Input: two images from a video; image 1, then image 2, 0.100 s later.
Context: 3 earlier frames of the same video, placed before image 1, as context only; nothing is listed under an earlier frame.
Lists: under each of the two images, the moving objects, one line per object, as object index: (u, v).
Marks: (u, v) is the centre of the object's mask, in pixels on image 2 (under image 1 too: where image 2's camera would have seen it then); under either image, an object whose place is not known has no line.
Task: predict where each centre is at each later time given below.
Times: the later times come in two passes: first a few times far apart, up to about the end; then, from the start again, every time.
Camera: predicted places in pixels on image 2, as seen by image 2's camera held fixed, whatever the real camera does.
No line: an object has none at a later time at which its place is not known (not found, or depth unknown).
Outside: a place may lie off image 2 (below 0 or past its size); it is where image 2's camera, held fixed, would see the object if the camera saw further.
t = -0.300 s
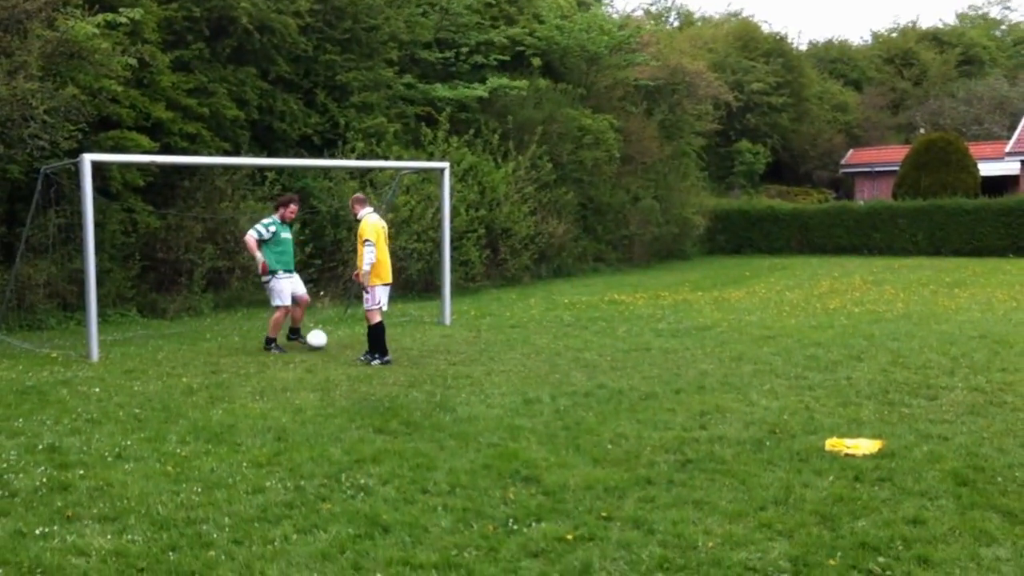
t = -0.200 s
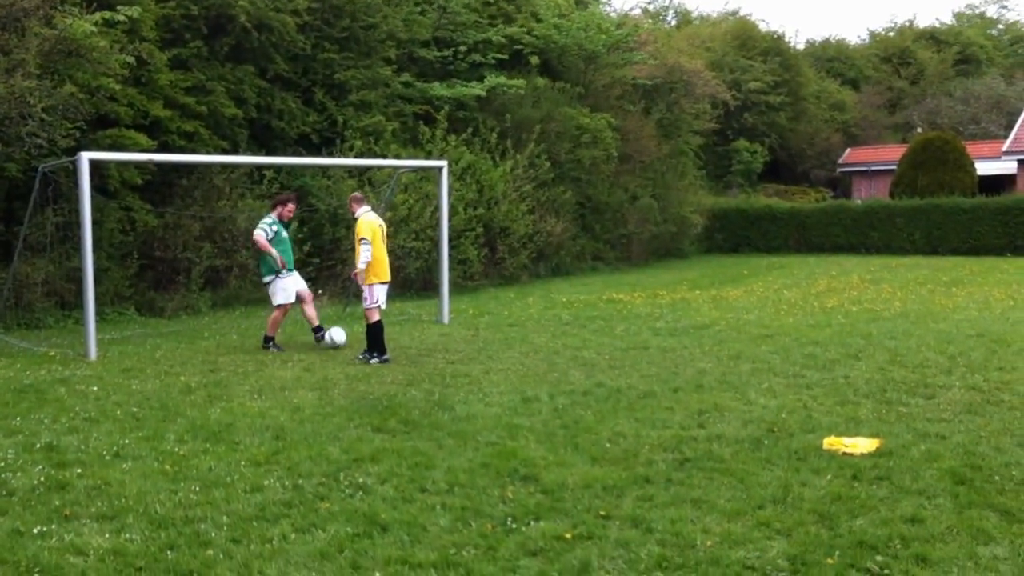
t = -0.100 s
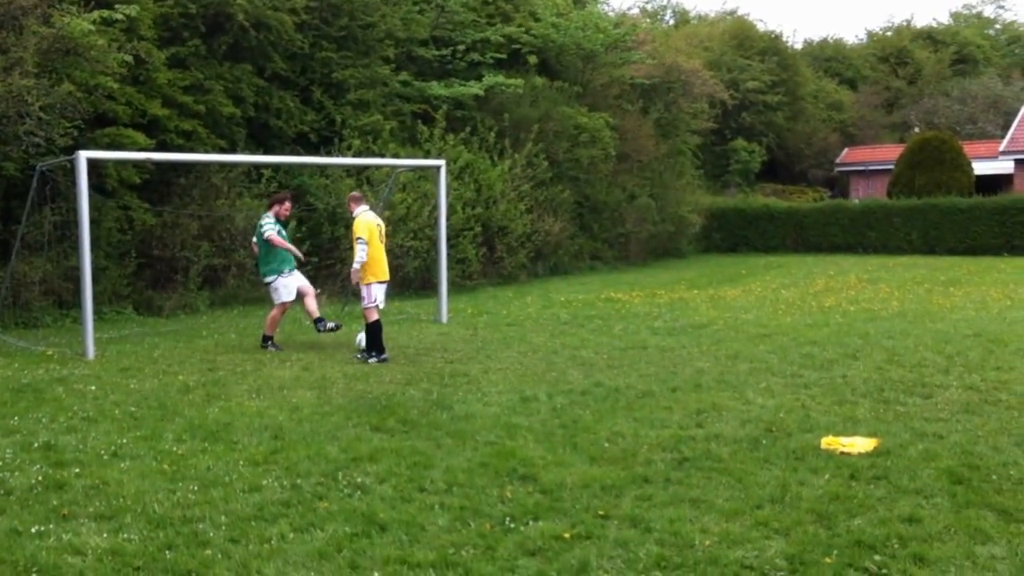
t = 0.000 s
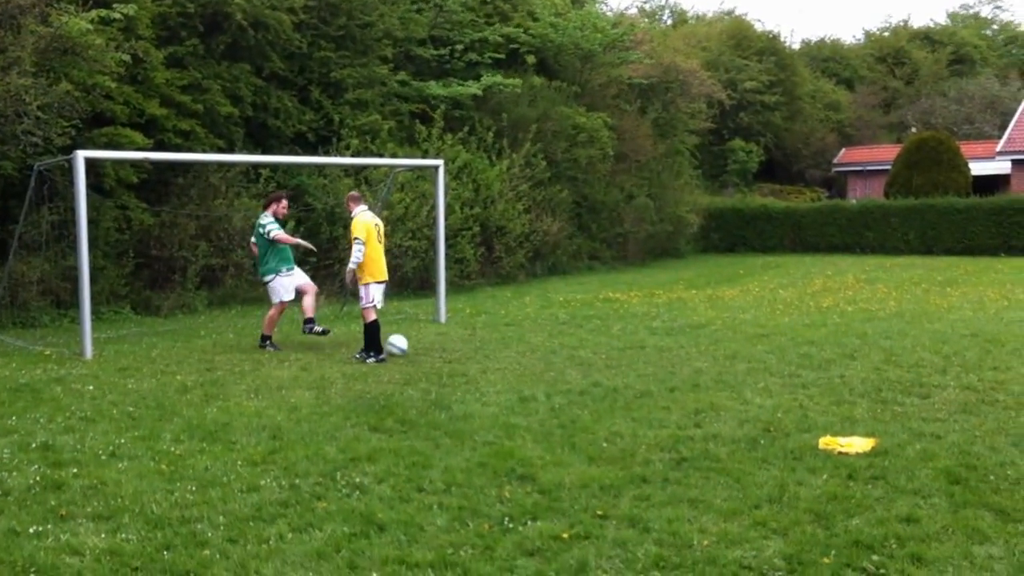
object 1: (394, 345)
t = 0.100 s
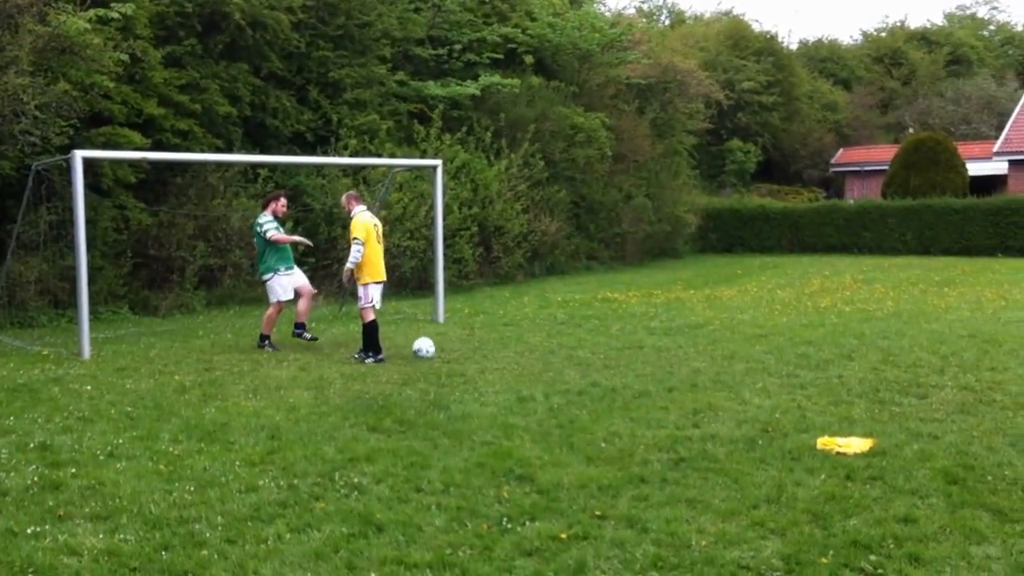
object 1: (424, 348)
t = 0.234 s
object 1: (459, 351)
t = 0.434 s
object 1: (509, 352)
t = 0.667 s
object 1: (569, 357)
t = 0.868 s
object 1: (621, 360)
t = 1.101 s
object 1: (681, 364)
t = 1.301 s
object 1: (729, 369)
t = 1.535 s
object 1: (783, 375)
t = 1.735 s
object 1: (828, 379)
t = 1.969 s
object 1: (875, 386)
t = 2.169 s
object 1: (908, 391)
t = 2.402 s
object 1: (946, 395)
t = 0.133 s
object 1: (432, 348)
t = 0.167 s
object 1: (442, 350)
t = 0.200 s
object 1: (450, 350)
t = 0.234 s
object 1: (459, 351)
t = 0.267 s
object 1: (467, 349)
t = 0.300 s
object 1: (475, 347)
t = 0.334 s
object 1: (484, 346)
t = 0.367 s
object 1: (493, 347)
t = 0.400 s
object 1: (501, 349)
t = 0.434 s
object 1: (509, 352)
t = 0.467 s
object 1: (518, 355)
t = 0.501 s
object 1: (526, 356)
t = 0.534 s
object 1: (535, 355)
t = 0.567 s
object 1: (544, 355)
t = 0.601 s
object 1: (552, 356)
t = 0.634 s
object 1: (560, 358)
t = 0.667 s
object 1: (569, 357)
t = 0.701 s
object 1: (578, 358)
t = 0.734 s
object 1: (586, 359)
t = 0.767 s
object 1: (595, 359)
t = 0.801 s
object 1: (604, 360)
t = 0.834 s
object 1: (612, 359)
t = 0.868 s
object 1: (621, 360)
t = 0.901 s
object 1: (630, 362)
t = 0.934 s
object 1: (638, 364)
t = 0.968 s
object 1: (646, 364)
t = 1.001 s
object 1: (655, 363)
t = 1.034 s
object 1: (664, 364)
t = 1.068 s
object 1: (672, 365)
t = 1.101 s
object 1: (681, 364)
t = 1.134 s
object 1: (689, 365)
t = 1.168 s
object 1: (697, 367)
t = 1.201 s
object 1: (705, 368)
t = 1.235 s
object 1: (713, 367)
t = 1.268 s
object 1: (721, 367)
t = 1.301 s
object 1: (729, 369)
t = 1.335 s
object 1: (737, 371)
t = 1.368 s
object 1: (744, 370)
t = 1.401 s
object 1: (752, 370)
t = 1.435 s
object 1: (760, 371)
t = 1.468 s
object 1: (768, 373)
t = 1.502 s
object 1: (775, 375)
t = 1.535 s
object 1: (783, 375)
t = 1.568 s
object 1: (792, 375)
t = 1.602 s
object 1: (799, 377)
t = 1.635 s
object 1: (806, 379)
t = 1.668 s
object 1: (814, 379)
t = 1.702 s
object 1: (821, 379)
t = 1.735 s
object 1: (828, 379)
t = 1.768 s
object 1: (835, 379)
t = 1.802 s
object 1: (842, 380)
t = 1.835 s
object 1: (850, 382)
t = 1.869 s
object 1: (856, 383)
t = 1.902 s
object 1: (863, 384)
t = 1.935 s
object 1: (870, 385)
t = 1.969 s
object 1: (875, 386)
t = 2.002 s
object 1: (880, 388)
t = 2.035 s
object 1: (886, 388)
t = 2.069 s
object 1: (892, 388)
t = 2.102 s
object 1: (898, 388)
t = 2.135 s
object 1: (903, 389)
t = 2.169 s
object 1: (908, 391)
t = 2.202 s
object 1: (914, 392)
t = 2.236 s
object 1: (920, 391)
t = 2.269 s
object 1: (924, 392)
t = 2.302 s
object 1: (930, 393)
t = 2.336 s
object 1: (935, 394)
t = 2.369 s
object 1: (941, 395)
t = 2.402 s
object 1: (946, 395)
